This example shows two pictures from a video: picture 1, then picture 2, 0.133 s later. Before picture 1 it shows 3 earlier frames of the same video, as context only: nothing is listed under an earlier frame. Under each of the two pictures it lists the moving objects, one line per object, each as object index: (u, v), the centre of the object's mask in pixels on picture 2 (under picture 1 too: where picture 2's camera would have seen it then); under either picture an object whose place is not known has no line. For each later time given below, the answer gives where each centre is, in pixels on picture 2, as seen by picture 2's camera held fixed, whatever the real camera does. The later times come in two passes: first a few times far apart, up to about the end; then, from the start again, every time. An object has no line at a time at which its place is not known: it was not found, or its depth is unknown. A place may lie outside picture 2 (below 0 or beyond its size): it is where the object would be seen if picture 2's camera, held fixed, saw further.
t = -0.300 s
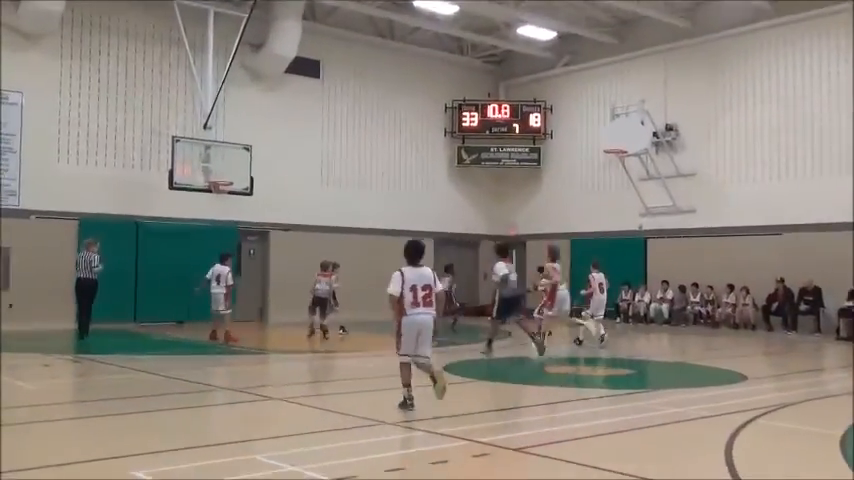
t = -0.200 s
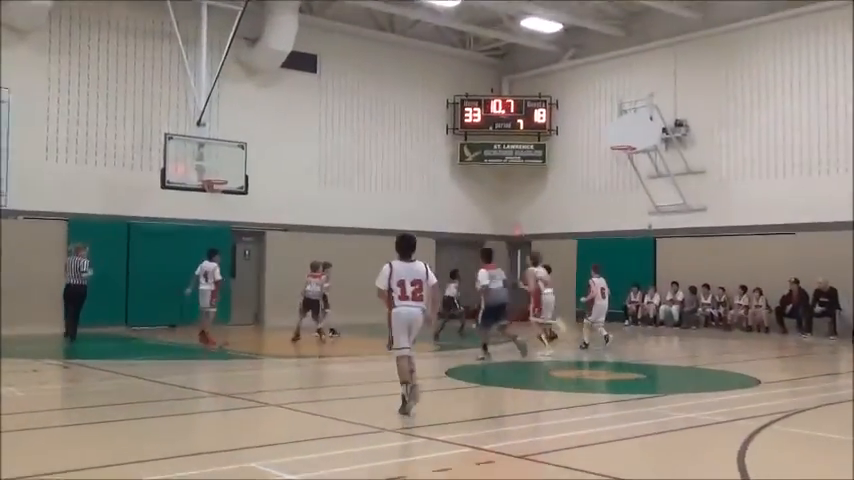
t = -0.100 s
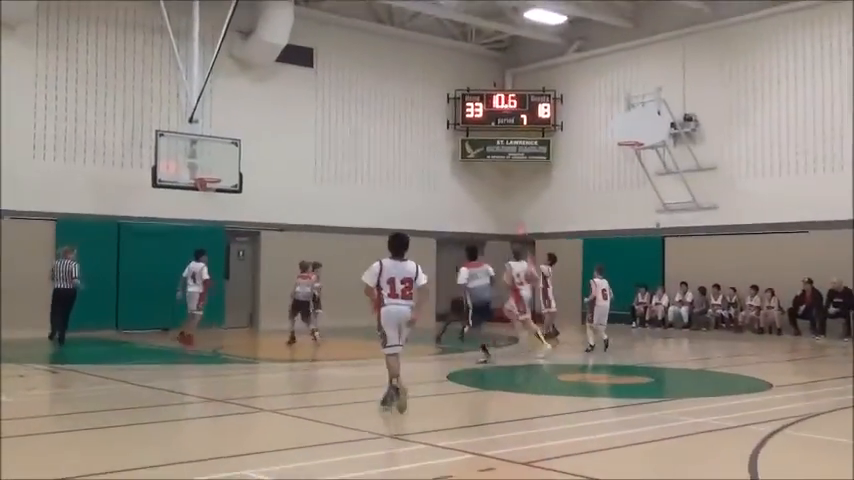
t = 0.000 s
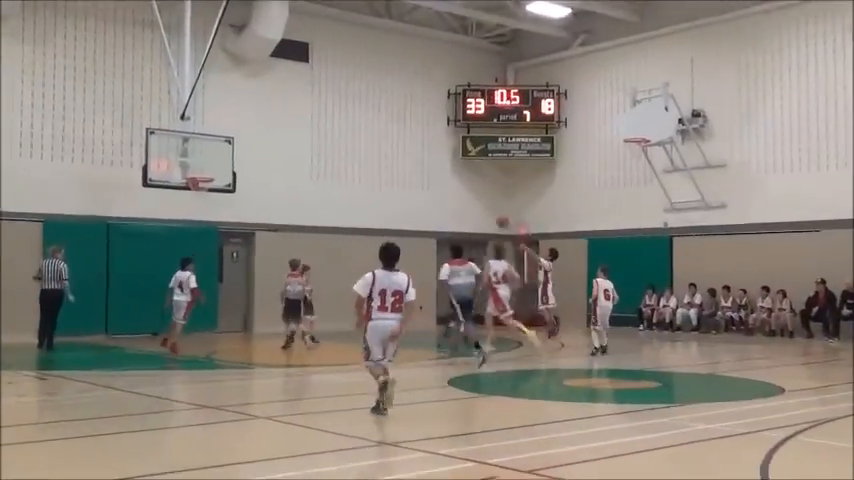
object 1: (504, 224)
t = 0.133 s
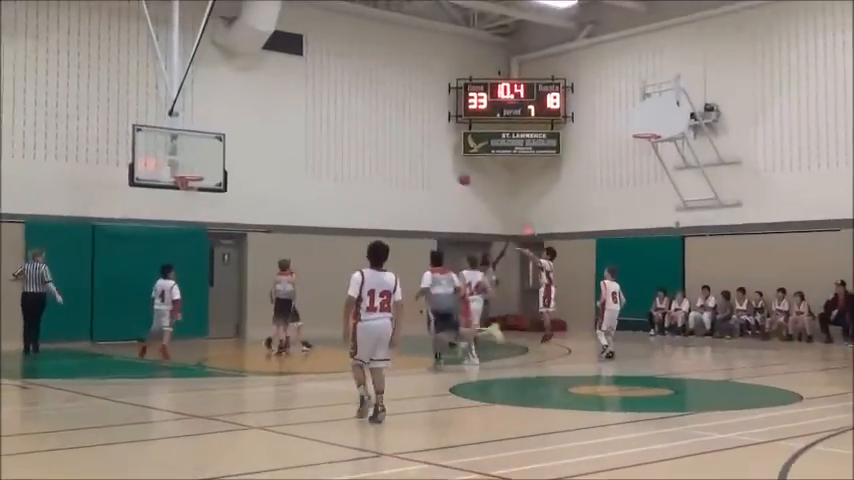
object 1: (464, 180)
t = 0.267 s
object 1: (423, 146)
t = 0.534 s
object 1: (343, 114)
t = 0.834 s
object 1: (259, 126)
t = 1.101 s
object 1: (189, 174)
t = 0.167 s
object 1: (454, 169)
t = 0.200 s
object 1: (443, 160)
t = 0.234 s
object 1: (433, 153)
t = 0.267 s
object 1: (423, 146)
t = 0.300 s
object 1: (413, 140)
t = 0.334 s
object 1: (403, 134)
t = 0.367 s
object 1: (393, 129)
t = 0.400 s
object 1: (383, 125)
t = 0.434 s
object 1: (373, 121)
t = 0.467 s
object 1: (363, 118)
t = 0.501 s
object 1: (354, 116)
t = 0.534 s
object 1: (343, 114)
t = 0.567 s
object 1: (334, 113)
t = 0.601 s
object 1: (325, 112)
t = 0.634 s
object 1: (316, 112)
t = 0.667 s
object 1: (306, 112)
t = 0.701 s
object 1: (297, 114)
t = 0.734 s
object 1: (287, 116)
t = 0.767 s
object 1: (277, 119)
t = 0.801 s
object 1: (268, 122)
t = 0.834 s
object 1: (259, 126)
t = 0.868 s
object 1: (250, 130)
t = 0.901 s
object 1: (240, 135)
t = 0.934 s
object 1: (231, 140)
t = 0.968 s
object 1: (223, 147)
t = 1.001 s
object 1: (214, 153)
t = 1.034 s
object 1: (205, 160)
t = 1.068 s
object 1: (196, 168)
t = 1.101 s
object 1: (189, 174)
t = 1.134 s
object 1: (183, 178)
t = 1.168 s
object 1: (180, 180)
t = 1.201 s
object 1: (177, 182)
